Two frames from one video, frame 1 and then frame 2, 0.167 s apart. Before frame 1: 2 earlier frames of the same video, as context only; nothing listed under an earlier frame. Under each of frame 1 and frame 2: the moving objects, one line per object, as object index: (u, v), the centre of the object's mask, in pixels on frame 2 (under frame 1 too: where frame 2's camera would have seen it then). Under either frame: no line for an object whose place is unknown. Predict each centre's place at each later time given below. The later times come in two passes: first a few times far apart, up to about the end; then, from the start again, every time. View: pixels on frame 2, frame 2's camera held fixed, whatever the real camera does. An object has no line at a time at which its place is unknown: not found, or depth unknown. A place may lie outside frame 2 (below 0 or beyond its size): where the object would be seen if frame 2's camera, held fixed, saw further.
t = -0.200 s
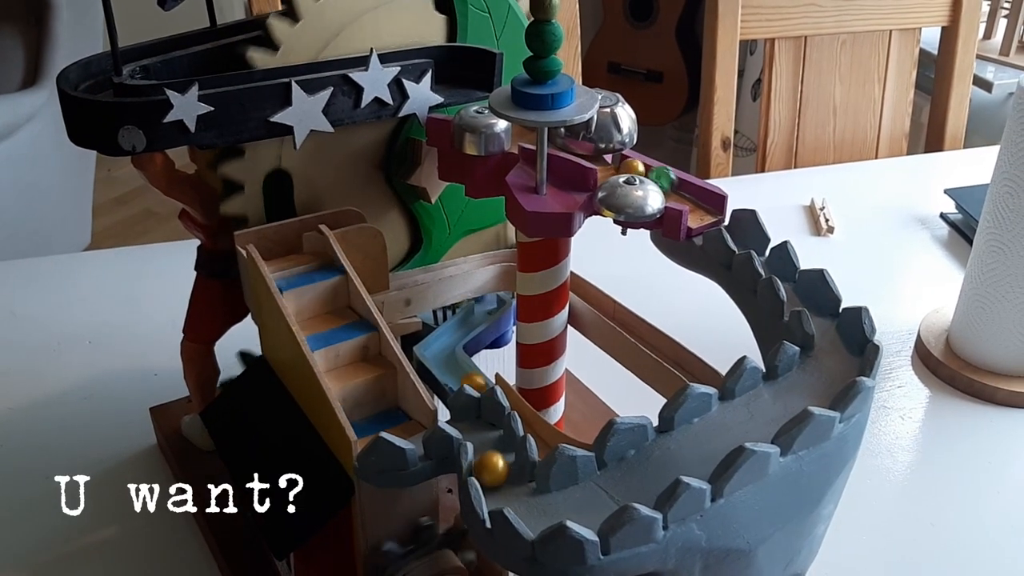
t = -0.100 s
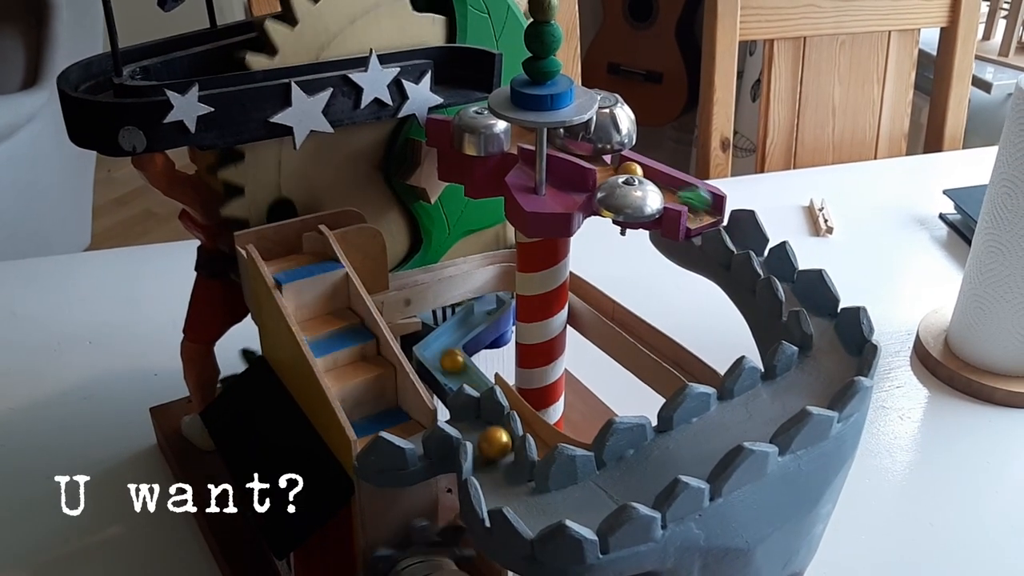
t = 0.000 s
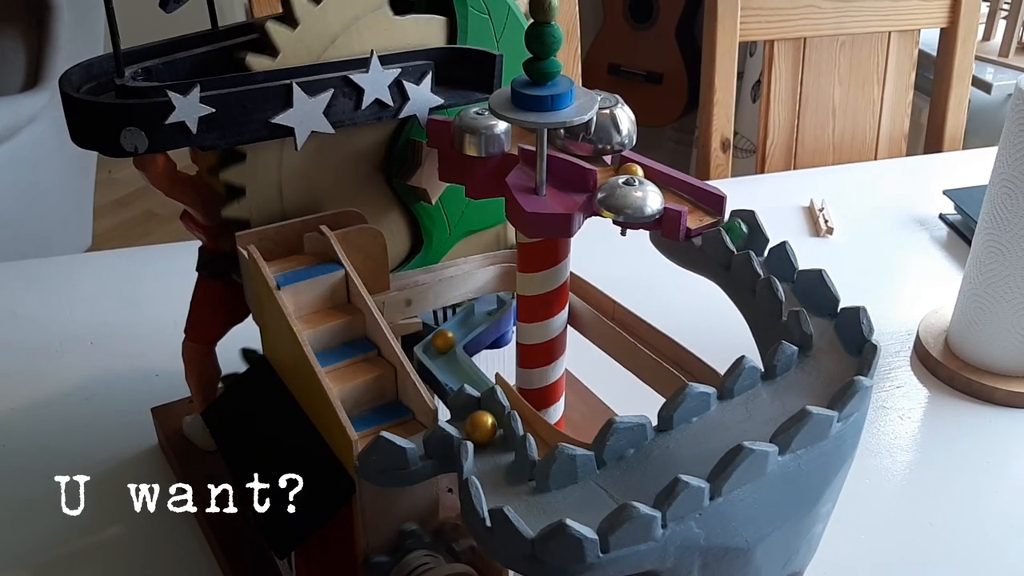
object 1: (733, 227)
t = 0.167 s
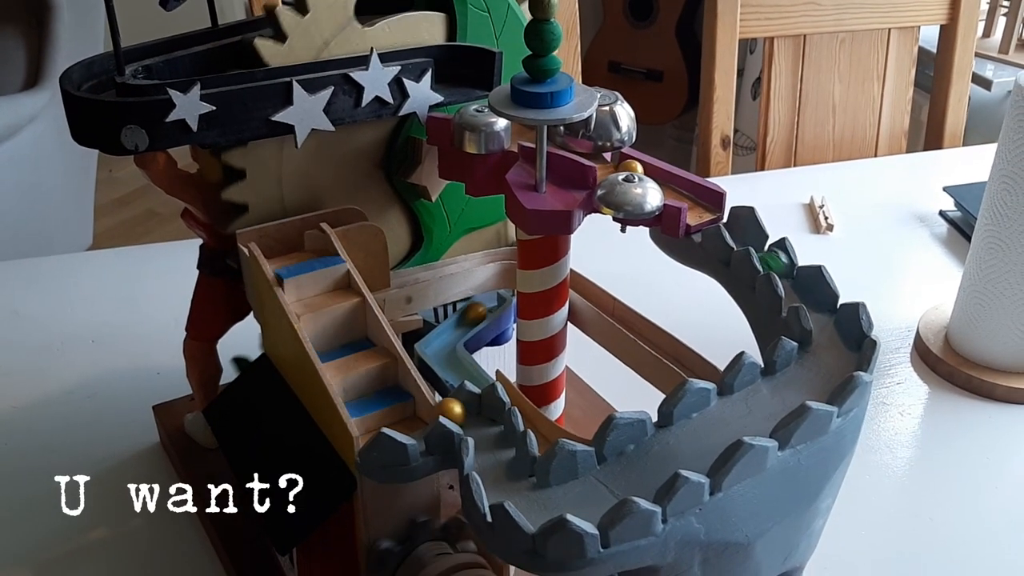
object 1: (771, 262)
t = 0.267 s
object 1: (792, 288)
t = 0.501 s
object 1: (823, 346)
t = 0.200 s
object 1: (782, 268)
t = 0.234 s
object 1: (787, 280)
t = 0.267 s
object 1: (792, 288)
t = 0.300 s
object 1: (804, 294)
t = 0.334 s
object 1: (813, 302)
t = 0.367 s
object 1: (819, 313)
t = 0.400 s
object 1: (825, 320)
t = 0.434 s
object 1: (835, 331)
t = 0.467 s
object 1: (836, 340)
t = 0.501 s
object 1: (823, 346)
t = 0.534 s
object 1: (812, 355)
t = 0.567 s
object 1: (803, 365)
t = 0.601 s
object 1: (783, 374)
